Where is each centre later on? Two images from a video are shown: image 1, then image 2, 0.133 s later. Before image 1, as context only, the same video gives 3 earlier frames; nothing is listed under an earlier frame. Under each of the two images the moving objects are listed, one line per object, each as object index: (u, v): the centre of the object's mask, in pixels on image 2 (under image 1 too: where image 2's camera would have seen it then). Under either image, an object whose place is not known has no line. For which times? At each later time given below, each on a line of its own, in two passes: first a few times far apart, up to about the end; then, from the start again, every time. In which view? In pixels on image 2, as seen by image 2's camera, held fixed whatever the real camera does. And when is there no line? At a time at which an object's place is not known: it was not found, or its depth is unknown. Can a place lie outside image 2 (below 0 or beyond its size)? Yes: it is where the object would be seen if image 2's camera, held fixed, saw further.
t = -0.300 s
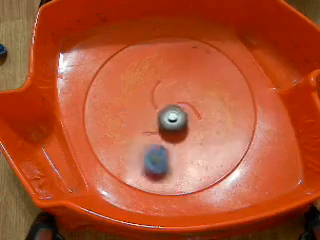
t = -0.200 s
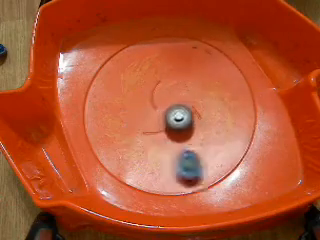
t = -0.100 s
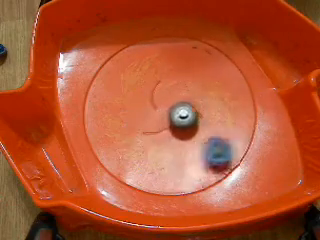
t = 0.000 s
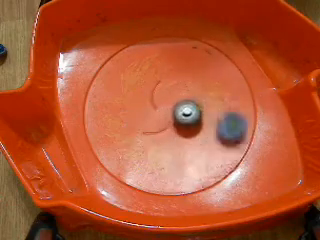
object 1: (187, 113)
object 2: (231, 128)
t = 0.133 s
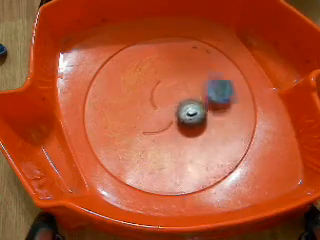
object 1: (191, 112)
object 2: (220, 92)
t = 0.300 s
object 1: (192, 113)
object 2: (176, 69)
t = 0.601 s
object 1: (186, 108)
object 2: (120, 119)
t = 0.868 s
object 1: (177, 105)
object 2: (179, 162)
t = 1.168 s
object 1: (163, 100)
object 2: (209, 98)
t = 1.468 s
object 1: (154, 100)
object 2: (148, 74)
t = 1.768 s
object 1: (153, 109)
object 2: (130, 128)
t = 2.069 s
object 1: (150, 114)
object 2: (195, 131)
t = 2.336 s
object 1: (154, 119)
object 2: (188, 76)
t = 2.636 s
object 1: (166, 120)
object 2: (133, 104)
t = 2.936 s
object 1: (191, 94)
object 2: (178, 180)
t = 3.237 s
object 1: (211, 88)
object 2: (241, 152)
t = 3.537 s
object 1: (160, 51)
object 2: (271, 147)
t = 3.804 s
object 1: (140, 43)
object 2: (272, 136)
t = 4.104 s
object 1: (132, 59)
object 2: (203, 106)
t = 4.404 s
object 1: (128, 88)
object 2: (139, 137)
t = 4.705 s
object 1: (145, 125)
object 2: (143, 185)
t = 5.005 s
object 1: (166, 137)
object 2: (200, 160)
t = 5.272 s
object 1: (158, 120)
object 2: (237, 103)
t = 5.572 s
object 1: (172, 93)
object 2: (186, 57)
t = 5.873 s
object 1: (179, 75)
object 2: (125, 74)
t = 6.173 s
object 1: (179, 73)
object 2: (126, 131)
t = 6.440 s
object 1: (172, 84)
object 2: (182, 149)
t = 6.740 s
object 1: (163, 106)
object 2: (217, 105)
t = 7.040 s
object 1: (162, 126)
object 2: (177, 70)
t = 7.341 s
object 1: (169, 137)
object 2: (139, 106)
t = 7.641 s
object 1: (188, 137)
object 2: (155, 141)
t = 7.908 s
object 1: (210, 124)
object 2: (178, 134)
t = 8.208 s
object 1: (208, 107)
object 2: (155, 103)
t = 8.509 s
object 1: (187, 91)
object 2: (135, 121)
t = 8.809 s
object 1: (160, 85)
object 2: (170, 113)
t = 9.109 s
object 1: (143, 85)
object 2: (183, 91)
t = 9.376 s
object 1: (116, 109)
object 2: (190, 76)
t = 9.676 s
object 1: (115, 127)
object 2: (174, 71)
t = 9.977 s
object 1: (151, 134)
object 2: (191, 114)
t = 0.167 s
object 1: (191, 113)
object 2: (212, 84)
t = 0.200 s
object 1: (192, 113)
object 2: (204, 78)
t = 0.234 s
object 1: (192, 113)
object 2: (195, 74)
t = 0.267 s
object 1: (192, 113)
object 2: (186, 72)
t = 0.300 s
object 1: (192, 113)
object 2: (176, 69)
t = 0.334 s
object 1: (192, 113)
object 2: (167, 71)
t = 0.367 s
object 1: (191, 112)
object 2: (158, 72)
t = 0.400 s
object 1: (191, 112)
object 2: (148, 75)
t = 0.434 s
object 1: (190, 111)
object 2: (140, 81)
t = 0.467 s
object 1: (189, 111)
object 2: (133, 86)
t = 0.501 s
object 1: (188, 110)
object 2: (128, 93)
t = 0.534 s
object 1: (187, 109)
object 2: (123, 102)
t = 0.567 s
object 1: (187, 109)
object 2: (121, 110)
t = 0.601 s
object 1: (186, 108)
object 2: (120, 119)
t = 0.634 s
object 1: (185, 107)
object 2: (122, 128)
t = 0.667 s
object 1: (184, 107)
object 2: (125, 137)
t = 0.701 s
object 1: (183, 107)
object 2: (130, 145)
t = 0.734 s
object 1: (183, 106)
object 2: (139, 153)
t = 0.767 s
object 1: (182, 106)
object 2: (147, 159)
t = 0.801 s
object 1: (180, 106)
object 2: (158, 162)
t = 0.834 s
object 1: (179, 105)
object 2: (168, 163)
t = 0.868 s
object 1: (177, 105)
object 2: (179, 162)
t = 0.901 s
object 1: (176, 105)
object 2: (189, 160)
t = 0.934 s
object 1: (174, 104)
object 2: (198, 154)
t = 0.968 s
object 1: (172, 103)
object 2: (206, 147)
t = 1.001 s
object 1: (170, 102)
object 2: (210, 139)
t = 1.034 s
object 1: (169, 102)
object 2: (214, 131)
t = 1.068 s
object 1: (167, 101)
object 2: (215, 123)
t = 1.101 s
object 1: (166, 100)
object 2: (214, 114)
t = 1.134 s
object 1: (164, 100)
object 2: (212, 105)
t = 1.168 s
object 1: (163, 100)
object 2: (209, 98)
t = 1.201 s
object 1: (162, 100)
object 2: (205, 91)
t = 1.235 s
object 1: (161, 100)
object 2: (199, 85)
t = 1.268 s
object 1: (159, 99)
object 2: (193, 80)
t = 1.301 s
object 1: (158, 99)
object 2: (187, 77)
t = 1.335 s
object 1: (158, 99)
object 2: (179, 73)
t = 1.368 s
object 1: (157, 99)
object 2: (171, 72)
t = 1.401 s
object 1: (156, 99)
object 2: (163, 71)
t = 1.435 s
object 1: (155, 99)
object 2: (156, 71)
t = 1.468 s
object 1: (154, 100)
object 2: (148, 74)
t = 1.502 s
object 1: (153, 102)
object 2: (141, 77)
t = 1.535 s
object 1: (154, 103)
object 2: (135, 83)
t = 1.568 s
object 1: (156, 103)
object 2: (130, 87)
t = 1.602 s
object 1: (157, 103)
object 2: (126, 93)
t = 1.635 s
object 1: (156, 105)
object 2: (124, 100)
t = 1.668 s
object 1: (156, 107)
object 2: (123, 108)
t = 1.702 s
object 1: (155, 107)
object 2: (124, 115)
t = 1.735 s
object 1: (154, 108)
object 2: (127, 123)
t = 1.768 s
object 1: (153, 109)
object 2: (130, 128)
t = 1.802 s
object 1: (153, 109)
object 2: (135, 134)
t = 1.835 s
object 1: (152, 110)
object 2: (142, 141)
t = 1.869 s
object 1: (152, 111)
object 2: (151, 143)
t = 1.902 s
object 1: (151, 112)
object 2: (159, 145)
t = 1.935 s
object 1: (151, 112)
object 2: (167, 144)
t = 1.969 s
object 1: (151, 113)
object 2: (174, 144)
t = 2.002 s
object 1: (150, 113)
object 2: (181, 141)
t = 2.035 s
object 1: (150, 114)
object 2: (188, 137)
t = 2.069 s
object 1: (150, 114)
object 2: (195, 131)
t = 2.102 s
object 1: (150, 115)
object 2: (200, 126)
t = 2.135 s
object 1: (151, 116)
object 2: (203, 118)
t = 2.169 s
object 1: (151, 116)
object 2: (205, 110)
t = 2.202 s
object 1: (152, 117)
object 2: (204, 101)
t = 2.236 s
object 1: (152, 117)
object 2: (202, 94)
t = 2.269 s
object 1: (153, 118)
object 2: (198, 88)
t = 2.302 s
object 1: (154, 118)
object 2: (193, 81)
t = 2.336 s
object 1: (154, 119)
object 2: (188, 76)
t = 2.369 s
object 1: (155, 119)
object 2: (180, 72)
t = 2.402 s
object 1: (156, 119)
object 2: (172, 71)
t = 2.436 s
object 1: (158, 120)
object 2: (165, 70)
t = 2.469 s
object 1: (159, 120)
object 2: (157, 72)
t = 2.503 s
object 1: (160, 121)
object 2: (148, 76)
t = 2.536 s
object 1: (162, 121)
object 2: (142, 81)
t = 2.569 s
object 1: (163, 121)
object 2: (137, 88)
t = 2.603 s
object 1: (165, 121)
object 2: (133, 95)
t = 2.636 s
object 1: (166, 120)
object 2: (133, 104)
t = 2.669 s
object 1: (168, 120)
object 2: (133, 112)
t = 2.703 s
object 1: (169, 119)
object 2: (137, 121)
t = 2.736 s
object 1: (171, 117)
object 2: (142, 129)
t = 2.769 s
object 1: (174, 117)
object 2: (148, 134)
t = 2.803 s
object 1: (176, 116)
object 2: (155, 138)
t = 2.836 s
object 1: (177, 115)
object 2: (164, 145)
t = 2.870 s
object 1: (183, 107)
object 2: (168, 158)
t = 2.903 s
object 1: (187, 99)
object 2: (172, 170)
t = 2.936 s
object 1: (191, 94)
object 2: (178, 180)
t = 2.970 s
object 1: (195, 91)
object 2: (185, 185)
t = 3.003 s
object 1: (198, 90)
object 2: (193, 188)
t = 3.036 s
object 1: (201, 89)
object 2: (201, 188)
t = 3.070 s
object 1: (204, 88)
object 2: (209, 184)
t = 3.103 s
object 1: (207, 88)
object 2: (217, 179)
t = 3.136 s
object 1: (208, 87)
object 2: (224, 174)
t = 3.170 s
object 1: (209, 88)
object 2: (232, 168)
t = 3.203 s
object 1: (210, 88)
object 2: (238, 160)
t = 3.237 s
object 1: (211, 88)
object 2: (241, 152)
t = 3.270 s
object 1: (212, 89)
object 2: (242, 143)
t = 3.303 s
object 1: (212, 90)
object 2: (243, 134)
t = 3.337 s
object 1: (212, 90)
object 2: (241, 126)
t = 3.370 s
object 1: (212, 90)
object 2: (237, 118)
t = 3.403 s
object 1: (208, 88)
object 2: (237, 116)
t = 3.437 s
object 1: (192, 77)
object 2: (251, 127)
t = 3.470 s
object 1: (181, 66)
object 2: (261, 132)
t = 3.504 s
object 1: (170, 58)
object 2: (267, 140)
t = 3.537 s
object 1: (160, 51)
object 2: (271, 147)
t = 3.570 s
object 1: (155, 45)
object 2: (274, 150)
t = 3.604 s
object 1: (148, 42)
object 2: (274, 151)
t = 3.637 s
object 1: (143, 38)
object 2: (277, 152)
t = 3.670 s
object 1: (141, 37)
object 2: (278, 151)
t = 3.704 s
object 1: (140, 37)
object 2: (278, 149)
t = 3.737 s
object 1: (141, 38)
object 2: (278, 146)
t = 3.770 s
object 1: (141, 41)
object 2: (276, 141)
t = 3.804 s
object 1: (140, 43)
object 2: (272, 136)
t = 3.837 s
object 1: (140, 46)
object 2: (269, 131)
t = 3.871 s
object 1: (140, 48)
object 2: (263, 125)
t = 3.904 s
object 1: (139, 50)
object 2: (256, 119)
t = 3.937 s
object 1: (138, 53)
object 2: (247, 114)
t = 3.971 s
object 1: (137, 54)
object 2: (239, 110)
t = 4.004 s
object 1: (136, 55)
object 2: (230, 109)
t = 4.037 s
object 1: (134, 56)
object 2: (222, 107)
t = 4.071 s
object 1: (132, 57)
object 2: (211, 107)
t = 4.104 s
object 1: (132, 59)
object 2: (203, 106)
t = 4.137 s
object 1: (131, 61)
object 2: (194, 107)
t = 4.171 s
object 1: (130, 64)
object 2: (187, 108)
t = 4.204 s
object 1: (130, 67)
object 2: (179, 110)
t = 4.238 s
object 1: (129, 70)
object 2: (171, 114)
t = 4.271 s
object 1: (129, 74)
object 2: (164, 117)
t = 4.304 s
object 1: (128, 77)
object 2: (158, 121)
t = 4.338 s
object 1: (128, 81)
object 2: (151, 126)
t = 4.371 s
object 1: (128, 84)
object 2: (144, 131)
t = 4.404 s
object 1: (128, 88)
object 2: (139, 137)
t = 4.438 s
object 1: (129, 92)
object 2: (135, 142)
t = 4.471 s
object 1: (130, 95)
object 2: (132, 150)
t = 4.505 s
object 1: (132, 100)
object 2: (130, 158)
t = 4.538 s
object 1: (133, 104)
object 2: (129, 163)
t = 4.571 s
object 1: (135, 108)
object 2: (130, 168)
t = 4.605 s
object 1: (137, 112)
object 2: (131, 175)
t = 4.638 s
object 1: (140, 116)
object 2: (133, 179)
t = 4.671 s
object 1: (142, 121)
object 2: (138, 183)
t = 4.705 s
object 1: (145, 125)
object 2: (143, 185)
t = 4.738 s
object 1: (149, 130)
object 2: (149, 186)
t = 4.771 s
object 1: (152, 134)
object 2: (156, 186)
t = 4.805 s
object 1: (156, 138)
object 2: (161, 184)
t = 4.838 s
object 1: (158, 141)
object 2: (168, 180)
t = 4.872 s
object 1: (161, 144)
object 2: (175, 176)
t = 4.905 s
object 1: (162, 142)
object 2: (183, 175)
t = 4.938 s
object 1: (163, 138)
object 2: (191, 172)
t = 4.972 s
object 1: (164, 138)
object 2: (196, 167)
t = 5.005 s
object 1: (166, 137)
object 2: (200, 160)
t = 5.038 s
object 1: (170, 137)
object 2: (203, 152)
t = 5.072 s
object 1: (171, 136)
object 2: (207, 145)
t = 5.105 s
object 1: (166, 133)
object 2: (219, 139)
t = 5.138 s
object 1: (161, 130)
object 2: (227, 133)
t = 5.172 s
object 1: (158, 127)
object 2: (234, 126)
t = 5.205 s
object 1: (157, 124)
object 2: (238, 118)
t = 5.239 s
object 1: (157, 122)
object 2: (239, 110)
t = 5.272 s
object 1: (158, 120)
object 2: (237, 103)
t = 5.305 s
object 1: (160, 117)
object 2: (233, 95)
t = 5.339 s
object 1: (161, 114)
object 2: (229, 88)
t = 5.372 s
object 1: (163, 111)
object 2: (224, 82)
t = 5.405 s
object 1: (165, 108)
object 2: (219, 76)
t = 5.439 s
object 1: (166, 105)
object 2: (213, 71)
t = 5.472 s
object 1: (167, 102)
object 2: (207, 66)
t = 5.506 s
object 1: (169, 99)
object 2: (200, 61)
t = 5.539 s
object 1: (170, 96)
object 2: (193, 60)
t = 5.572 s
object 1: (172, 93)
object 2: (186, 57)
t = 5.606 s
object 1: (173, 91)
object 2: (178, 56)
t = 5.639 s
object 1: (174, 88)
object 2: (171, 55)
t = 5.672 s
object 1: (175, 85)
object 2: (163, 55)
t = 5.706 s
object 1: (176, 84)
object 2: (156, 56)
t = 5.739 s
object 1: (177, 81)
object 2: (147, 58)
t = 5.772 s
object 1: (177, 80)
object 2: (141, 61)
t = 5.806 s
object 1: (178, 78)
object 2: (135, 65)
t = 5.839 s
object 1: (178, 77)
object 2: (130, 69)
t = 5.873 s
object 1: (179, 75)
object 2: (125, 74)
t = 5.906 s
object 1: (179, 75)
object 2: (122, 79)
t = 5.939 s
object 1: (178, 74)
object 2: (119, 86)
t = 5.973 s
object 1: (178, 74)
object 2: (116, 91)
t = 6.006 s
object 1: (178, 74)
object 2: (116, 95)
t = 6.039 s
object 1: (179, 73)
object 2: (116, 104)
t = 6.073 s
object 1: (179, 73)
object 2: (117, 111)
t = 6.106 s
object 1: (179, 73)
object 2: (119, 118)
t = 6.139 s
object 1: (179, 73)
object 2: (122, 124)
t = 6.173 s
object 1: (179, 73)
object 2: (126, 131)
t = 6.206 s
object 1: (179, 74)
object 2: (131, 137)
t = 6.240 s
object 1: (178, 74)
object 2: (137, 141)
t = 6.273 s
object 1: (178, 75)
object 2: (144, 145)
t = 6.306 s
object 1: (177, 76)
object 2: (151, 148)
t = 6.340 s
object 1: (176, 78)
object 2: (158, 150)
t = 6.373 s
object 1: (174, 80)
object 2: (166, 151)
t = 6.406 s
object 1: (174, 82)
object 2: (174, 151)
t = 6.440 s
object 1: (172, 84)
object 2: (182, 149)
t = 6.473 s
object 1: (171, 86)
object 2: (189, 147)
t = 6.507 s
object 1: (170, 88)
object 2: (195, 144)
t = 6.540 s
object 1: (169, 90)
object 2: (202, 140)
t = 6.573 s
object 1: (168, 93)
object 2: (207, 135)
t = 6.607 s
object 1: (167, 95)
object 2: (210, 130)
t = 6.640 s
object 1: (166, 98)
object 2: (214, 124)
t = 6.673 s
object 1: (165, 101)
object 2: (216, 118)
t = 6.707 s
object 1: (164, 103)
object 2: (216, 111)
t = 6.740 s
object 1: (163, 106)
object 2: (217, 105)
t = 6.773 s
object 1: (162, 108)
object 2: (215, 99)
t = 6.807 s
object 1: (162, 110)
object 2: (212, 94)
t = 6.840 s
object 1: (161, 113)
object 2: (208, 87)
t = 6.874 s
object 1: (161, 115)
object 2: (205, 83)
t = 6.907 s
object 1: (161, 118)
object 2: (199, 79)
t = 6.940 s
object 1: (161, 120)
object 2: (194, 76)
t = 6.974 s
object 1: (161, 122)
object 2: (188, 74)
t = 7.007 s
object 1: (161, 124)
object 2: (182, 72)
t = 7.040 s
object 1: (162, 126)
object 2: (177, 70)
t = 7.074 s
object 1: (163, 128)
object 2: (170, 73)
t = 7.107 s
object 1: (164, 130)
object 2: (164, 74)
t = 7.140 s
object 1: (164, 132)
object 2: (157, 76)
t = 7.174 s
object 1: (164, 133)
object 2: (152, 80)
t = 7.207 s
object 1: (165, 134)
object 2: (147, 84)
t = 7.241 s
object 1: (166, 135)
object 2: (144, 89)
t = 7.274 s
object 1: (167, 136)
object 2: (141, 93)
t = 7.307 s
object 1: (167, 137)
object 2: (140, 100)
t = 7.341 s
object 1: (169, 137)
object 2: (139, 106)
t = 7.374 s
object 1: (170, 137)
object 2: (139, 113)
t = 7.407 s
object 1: (171, 137)
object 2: (140, 118)
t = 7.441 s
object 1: (173, 138)
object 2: (141, 123)
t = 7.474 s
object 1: (174, 138)
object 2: (144, 130)
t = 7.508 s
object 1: (177, 137)
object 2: (144, 133)
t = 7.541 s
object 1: (181, 138)
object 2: (145, 135)
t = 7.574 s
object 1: (184, 138)
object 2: (148, 137)
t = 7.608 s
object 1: (187, 137)
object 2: (151, 139)
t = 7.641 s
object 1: (188, 137)
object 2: (155, 141)
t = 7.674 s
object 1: (190, 136)
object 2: (159, 143)
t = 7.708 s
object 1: (196, 135)
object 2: (160, 145)
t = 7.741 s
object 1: (200, 133)
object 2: (162, 145)
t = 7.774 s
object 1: (203, 132)
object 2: (165, 145)
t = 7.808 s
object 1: (205, 130)
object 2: (169, 144)
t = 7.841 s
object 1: (207, 128)
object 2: (173, 141)
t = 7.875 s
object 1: (208, 125)
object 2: (176, 139)
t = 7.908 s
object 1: (210, 124)
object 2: (178, 134)
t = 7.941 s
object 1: (211, 122)
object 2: (179, 130)
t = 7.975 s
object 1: (212, 119)
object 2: (179, 125)
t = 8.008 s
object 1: (212, 118)
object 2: (177, 121)
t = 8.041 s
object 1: (212, 117)
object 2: (174, 117)
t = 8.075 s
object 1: (212, 115)
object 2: (170, 113)
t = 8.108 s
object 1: (211, 113)
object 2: (167, 110)
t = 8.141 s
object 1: (211, 111)
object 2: (163, 107)
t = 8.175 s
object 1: (209, 109)
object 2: (159, 105)
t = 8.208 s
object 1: (208, 107)
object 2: (155, 103)
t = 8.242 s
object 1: (207, 105)
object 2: (151, 101)
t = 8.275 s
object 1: (205, 103)
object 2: (146, 100)
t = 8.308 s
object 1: (203, 102)
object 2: (143, 100)
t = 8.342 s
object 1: (201, 100)
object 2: (140, 102)
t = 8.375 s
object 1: (198, 98)
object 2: (136, 104)
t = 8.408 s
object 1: (195, 96)
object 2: (134, 108)
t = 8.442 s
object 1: (192, 94)
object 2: (132, 112)
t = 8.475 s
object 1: (189, 92)
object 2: (132, 116)
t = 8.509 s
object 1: (187, 91)
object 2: (135, 121)
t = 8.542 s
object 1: (184, 89)
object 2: (138, 125)
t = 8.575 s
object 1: (181, 88)
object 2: (142, 127)
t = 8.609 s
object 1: (178, 87)
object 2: (147, 128)
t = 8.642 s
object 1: (174, 87)
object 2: (152, 127)
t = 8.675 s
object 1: (172, 86)
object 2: (156, 125)
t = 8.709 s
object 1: (169, 86)
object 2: (160, 123)
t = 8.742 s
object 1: (166, 85)
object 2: (164, 120)
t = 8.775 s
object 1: (163, 85)
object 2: (167, 117)
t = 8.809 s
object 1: (160, 85)
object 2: (170, 113)
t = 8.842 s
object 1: (157, 83)
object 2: (173, 113)
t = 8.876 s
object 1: (154, 81)
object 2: (177, 112)
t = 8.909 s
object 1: (152, 80)
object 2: (181, 110)
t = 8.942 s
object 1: (150, 80)
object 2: (183, 109)
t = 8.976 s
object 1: (148, 81)
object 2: (185, 105)
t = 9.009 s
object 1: (147, 81)
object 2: (186, 102)
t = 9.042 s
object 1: (145, 82)
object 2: (186, 98)
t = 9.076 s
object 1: (144, 83)
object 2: (185, 94)
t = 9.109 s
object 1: (143, 85)
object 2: (183, 91)
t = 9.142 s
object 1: (142, 86)
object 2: (182, 89)
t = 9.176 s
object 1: (141, 87)
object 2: (178, 86)
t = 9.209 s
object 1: (141, 89)
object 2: (174, 85)
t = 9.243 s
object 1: (141, 92)
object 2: (171, 85)
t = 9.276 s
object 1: (138, 95)
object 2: (171, 85)
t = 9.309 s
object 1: (129, 100)
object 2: (179, 81)
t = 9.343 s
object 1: (122, 105)
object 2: (186, 79)
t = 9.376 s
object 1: (116, 109)
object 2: (190, 76)
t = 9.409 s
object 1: (113, 113)
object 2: (192, 74)
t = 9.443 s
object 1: (111, 115)
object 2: (193, 71)
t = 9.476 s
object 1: (111, 117)
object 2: (192, 68)
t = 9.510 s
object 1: (110, 119)
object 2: (191, 66)
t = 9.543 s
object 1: (110, 121)
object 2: (188, 64)
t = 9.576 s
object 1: (111, 122)
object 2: (184, 63)
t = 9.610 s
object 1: (112, 124)
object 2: (180, 65)
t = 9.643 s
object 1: (113, 125)
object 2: (177, 68)
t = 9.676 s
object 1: (115, 127)
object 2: (174, 71)
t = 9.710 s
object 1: (117, 128)
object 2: (172, 77)
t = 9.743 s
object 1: (120, 130)
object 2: (172, 82)
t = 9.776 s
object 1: (124, 131)
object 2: (173, 88)
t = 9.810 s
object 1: (128, 132)
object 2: (174, 94)
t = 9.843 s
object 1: (132, 133)
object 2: (177, 99)
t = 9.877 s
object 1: (137, 133)
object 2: (180, 103)
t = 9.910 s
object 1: (141, 134)
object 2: (183, 107)
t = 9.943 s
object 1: (145, 134)
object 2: (187, 111)
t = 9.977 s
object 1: (151, 134)
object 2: (191, 114)
